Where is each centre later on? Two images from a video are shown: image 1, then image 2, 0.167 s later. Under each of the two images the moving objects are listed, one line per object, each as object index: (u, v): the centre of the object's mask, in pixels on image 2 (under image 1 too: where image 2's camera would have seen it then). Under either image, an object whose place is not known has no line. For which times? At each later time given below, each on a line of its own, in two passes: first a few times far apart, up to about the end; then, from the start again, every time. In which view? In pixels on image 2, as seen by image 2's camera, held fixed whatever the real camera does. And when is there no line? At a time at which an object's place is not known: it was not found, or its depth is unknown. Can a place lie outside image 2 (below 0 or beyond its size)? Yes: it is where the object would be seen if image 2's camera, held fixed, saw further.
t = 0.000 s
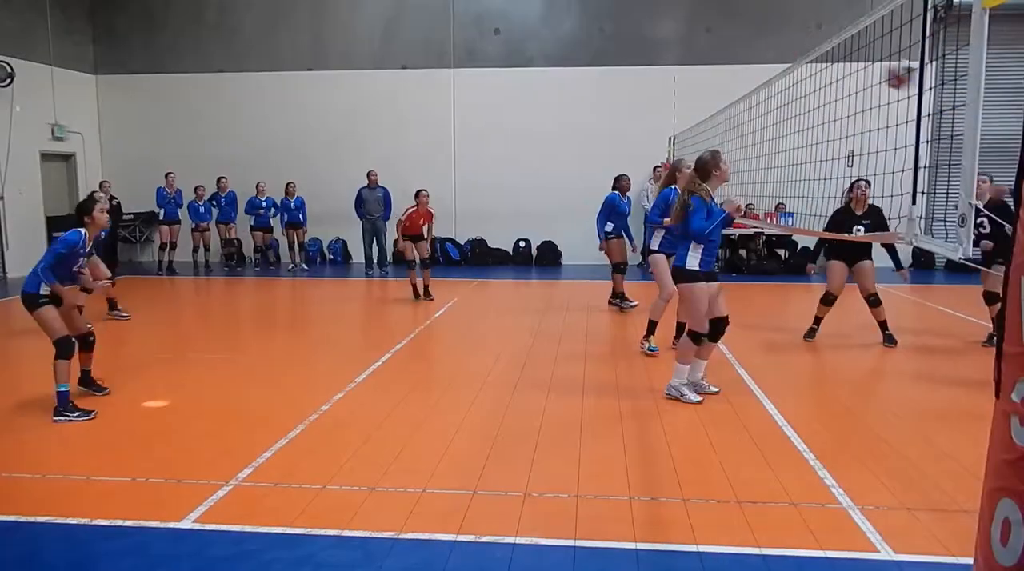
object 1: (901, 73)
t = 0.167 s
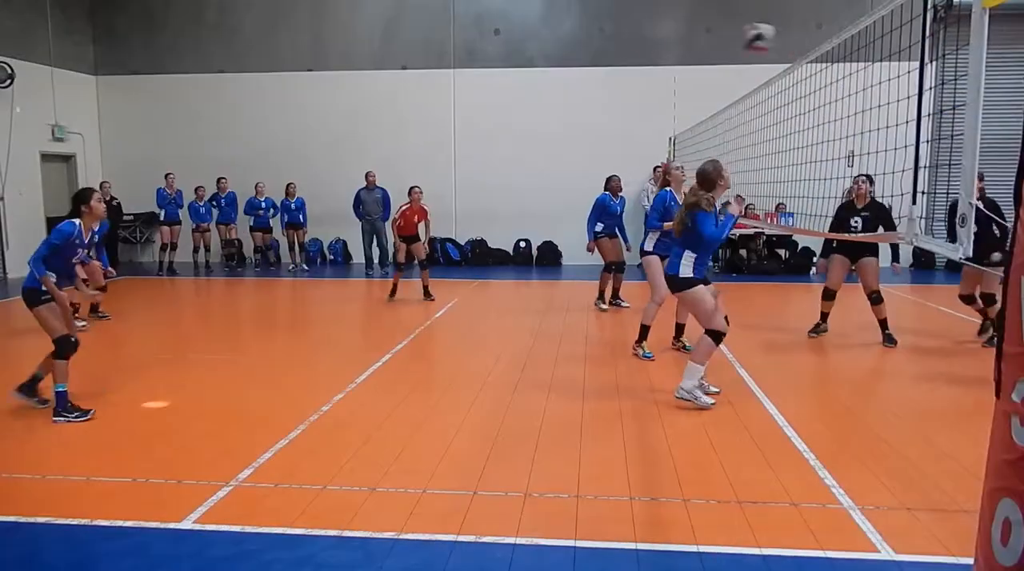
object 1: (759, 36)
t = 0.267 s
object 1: (674, 35)
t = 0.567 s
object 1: (424, 113)
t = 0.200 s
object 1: (731, 34)
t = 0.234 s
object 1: (703, 34)
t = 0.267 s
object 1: (674, 35)
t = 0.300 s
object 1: (646, 37)
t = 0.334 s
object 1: (618, 41)
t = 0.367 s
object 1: (590, 46)
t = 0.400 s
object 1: (563, 53)
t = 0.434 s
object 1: (536, 62)
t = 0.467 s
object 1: (507, 72)
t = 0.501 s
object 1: (478, 88)
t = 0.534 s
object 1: (451, 102)
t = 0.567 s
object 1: (424, 113)
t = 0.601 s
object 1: (398, 132)
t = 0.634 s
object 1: (370, 153)
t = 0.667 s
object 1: (348, 168)
